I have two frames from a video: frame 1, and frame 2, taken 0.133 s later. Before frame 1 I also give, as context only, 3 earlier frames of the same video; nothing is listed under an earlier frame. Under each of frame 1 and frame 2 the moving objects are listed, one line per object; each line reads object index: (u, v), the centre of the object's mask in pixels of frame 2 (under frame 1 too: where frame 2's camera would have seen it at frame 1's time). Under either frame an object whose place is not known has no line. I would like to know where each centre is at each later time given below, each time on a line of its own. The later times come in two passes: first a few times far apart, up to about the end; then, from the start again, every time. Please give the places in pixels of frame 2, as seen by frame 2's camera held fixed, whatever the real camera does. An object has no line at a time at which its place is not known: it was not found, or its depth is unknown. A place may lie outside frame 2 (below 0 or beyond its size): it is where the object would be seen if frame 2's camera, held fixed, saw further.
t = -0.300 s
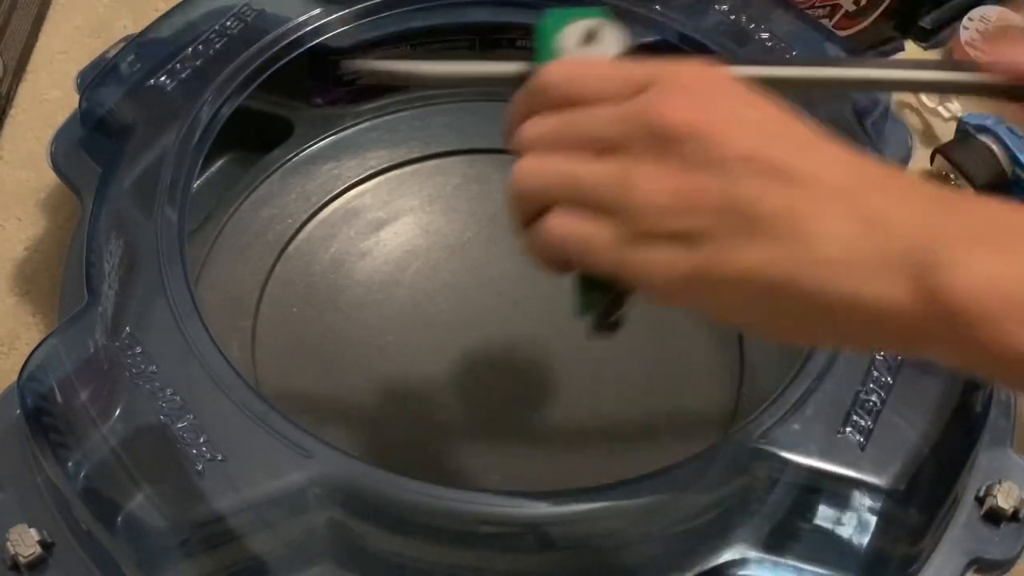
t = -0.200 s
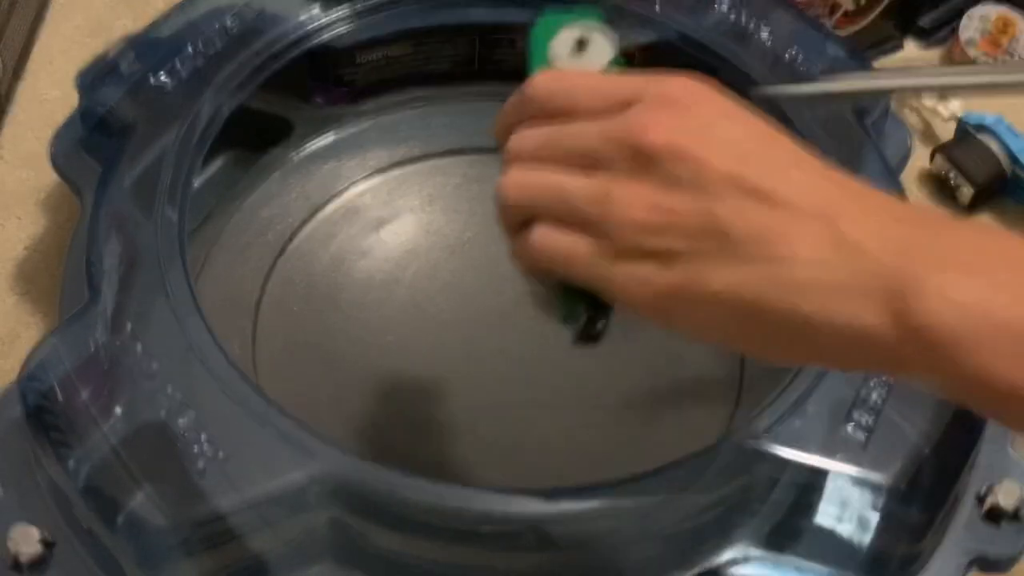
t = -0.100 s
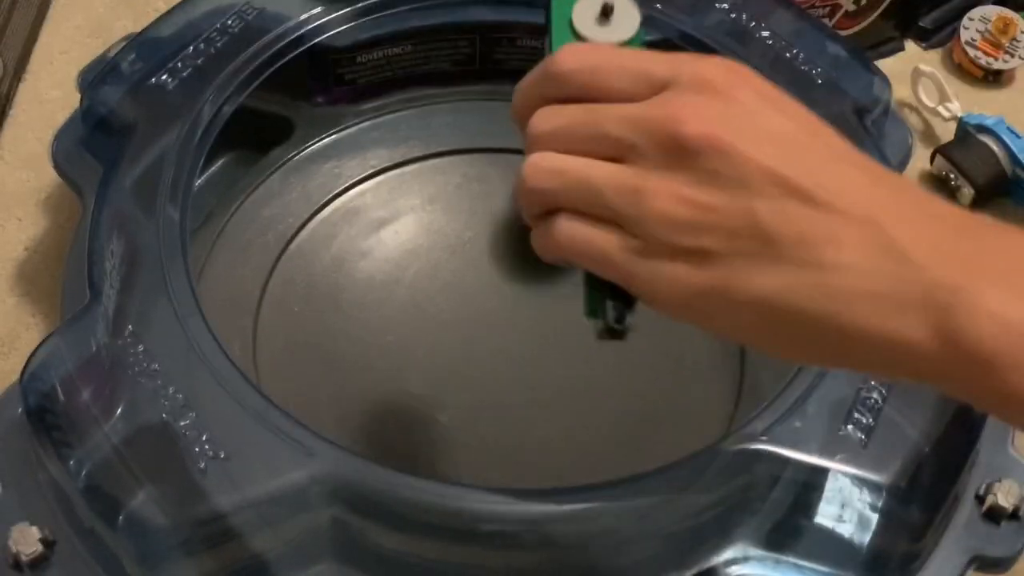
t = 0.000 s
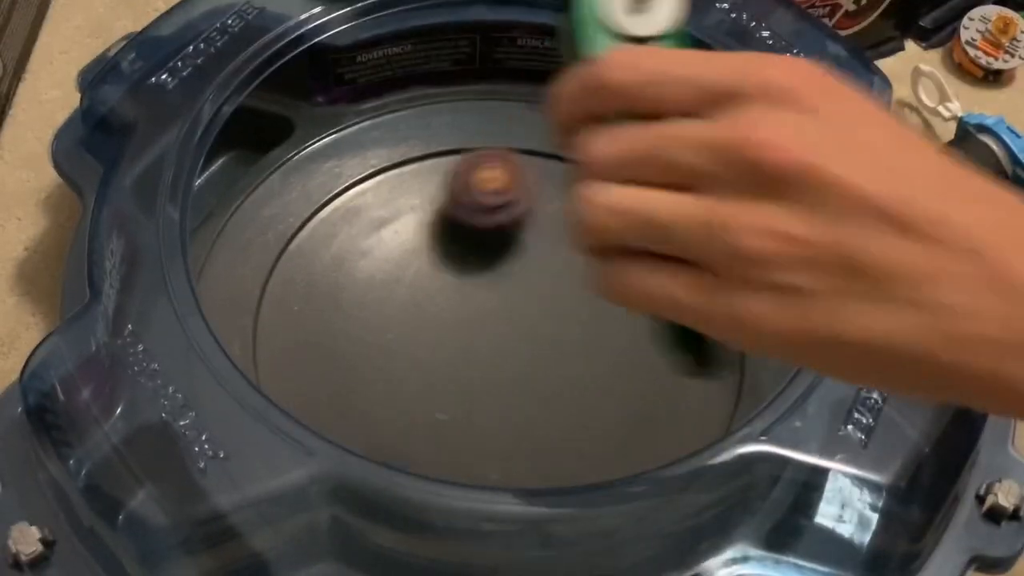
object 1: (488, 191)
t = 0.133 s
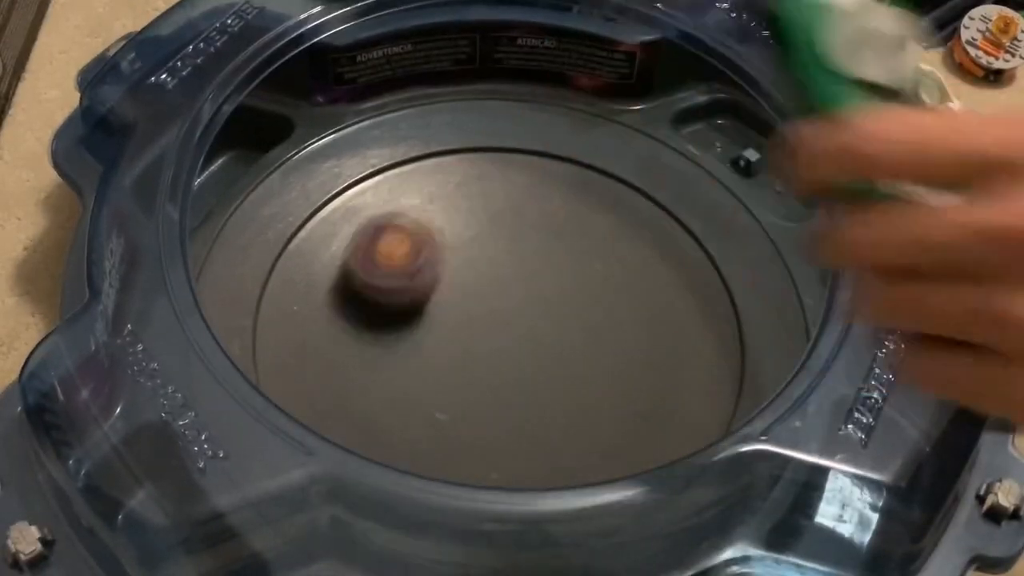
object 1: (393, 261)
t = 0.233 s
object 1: (390, 365)
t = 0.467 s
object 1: (635, 440)
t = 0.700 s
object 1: (661, 231)
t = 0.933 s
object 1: (380, 206)
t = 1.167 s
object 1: (312, 393)
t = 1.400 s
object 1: (630, 439)
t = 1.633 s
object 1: (662, 211)
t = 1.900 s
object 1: (405, 167)
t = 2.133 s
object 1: (335, 381)
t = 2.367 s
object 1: (554, 474)
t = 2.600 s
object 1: (678, 316)
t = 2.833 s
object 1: (519, 157)
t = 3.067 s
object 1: (329, 215)
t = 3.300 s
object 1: (448, 428)
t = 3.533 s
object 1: (679, 421)
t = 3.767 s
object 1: (662, 270)
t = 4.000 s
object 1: (426, 238)
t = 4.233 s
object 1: (294, 342)
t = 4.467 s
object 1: (468, 432)
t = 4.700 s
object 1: (629, 287)
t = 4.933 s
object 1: (589, 163)
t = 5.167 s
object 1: (448, 247)
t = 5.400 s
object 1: (479, 421)
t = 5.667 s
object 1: (627, 439)
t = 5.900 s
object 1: (557, 312)
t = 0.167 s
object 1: (382, 293)
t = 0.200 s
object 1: (380, 327)
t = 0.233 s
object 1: (390, 365)
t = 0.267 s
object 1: (405, 394)
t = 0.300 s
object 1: (429, 427)
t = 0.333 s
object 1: (470, 445)
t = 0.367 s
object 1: (508, 452)
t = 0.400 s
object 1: (552, 457)
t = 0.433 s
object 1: (598, 449)
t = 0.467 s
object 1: (635, 440)
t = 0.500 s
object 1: (681, 424)
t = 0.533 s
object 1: (714, 396)
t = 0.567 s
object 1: (727, 364)
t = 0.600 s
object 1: (724, 332)
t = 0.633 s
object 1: (710, 294)
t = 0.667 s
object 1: (692, 259)
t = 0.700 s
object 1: (661, 231)
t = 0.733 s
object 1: (627, 209)
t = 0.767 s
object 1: (584, 189)
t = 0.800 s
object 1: (544, 180)
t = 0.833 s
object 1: (500, 176)
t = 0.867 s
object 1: (456, 181)
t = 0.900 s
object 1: (416, 191)
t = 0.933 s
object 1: (380, 206)
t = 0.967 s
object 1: (348, 225)
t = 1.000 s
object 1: (322, 247)
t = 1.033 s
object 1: (298, 274)
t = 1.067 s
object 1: (282, 304)
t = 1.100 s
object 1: (274, 338)
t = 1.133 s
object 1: (283, 364)
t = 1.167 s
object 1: (312, 393)
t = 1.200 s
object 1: (350, 421)
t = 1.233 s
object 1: (395, 442)
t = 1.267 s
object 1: (446, 459)
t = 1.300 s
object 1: (491, 464)
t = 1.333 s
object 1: (538, 462)
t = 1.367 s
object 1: (593, 454)
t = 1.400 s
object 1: (630, 439)
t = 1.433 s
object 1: (667, 409)
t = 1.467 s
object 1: (689, 372)
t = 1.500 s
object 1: (696, 336)
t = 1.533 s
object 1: (700, 301)
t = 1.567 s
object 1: (692, 269)
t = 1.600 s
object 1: (679, 238)
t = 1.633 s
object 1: (662, 211)
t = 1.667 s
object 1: (641, 183)
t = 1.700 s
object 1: (613, 159)
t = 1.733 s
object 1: (580, 147)
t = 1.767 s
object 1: (545, 137)
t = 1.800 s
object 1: (508, 135)
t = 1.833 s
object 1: (471, 140)
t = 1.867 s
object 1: (437, 151)
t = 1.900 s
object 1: (405, 167)
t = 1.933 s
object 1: (377, 190)
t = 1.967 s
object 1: (351, 219)
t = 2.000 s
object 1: (336, 247)
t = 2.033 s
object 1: (323, 282)
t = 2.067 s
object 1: (323, 314)
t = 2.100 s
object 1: (326, 348)
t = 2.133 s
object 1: (335, 381)
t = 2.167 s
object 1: (356, 408)
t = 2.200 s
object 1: (378, 427)
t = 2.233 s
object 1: (409, 444)
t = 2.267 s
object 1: (441, 459)
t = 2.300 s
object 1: (478, 469)
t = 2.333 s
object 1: (518, 475)
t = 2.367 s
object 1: (554, 474)
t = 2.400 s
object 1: (595, 466)
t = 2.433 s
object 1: (631, 453)
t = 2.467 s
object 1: (655, 437)
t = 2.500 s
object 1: (678, 414)
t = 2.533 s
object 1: (687, 389)
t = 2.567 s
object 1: (685, 350)
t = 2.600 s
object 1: (678, 316)
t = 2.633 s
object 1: (665, 283)
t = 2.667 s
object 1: (647, 251)
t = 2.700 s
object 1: (625, 225)
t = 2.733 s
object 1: (601, 205)
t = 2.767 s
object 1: (576, 184)
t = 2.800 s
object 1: (548, 171)
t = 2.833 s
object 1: (519, 157)
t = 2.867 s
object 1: (487, 147)
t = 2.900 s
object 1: (458, 143)
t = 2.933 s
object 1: (427, 142)
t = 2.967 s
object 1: (396, 147)
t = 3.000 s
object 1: (369, 161)
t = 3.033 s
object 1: (346, 187)
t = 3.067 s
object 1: (329, 215)
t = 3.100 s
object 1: (324, 248)
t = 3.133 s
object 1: (328, 276)
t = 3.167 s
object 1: (341, 313)
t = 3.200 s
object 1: (362, 351)
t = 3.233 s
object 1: (383, 381)
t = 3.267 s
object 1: (415, 407)
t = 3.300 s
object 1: (448, 428)
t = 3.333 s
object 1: (483, 440)
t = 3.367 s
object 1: (521, 445)
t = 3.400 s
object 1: (557, 447)
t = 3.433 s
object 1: (592, 442)
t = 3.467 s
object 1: (622, 436)
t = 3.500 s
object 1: (650, 431)
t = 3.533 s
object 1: (679, 421)
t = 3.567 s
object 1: (703, 406)
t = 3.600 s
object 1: (720, 383)
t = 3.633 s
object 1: (726, 358)
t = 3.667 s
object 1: (718, 333)
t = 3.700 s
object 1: (708, 311)
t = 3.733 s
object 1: (689, 289)
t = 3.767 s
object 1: (662, 270)
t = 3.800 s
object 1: (632, 253)
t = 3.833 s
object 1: (592, 240)
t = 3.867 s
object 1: (558, 235)
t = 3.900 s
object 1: (524, 233)
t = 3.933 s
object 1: (491, 230)
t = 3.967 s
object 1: (459, 233)
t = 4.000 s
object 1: (426, 238)
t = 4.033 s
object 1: (399, 247)
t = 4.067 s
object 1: (371, 258)
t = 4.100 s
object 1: (348, 270)
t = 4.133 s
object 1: (331, 283)
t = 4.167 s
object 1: (312, 300)
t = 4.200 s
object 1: (302, 319)
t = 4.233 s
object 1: (294, 342)
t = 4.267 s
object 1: (298, 360)
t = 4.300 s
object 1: (311, 379)
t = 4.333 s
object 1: (330, 401)
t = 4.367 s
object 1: (358, 415)
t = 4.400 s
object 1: (390, 425)
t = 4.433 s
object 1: (435, 430)
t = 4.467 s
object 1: (468, 432)
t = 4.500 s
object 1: (504, 424)
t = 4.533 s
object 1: (537, 406)
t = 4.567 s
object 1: (570, 379)
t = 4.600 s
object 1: (586, 362)
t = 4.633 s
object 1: (603, 339)
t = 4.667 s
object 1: (618, 312)
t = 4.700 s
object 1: (629, 287)
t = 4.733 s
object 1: (631, 268)
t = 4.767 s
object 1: (633, 247)
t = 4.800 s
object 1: (631, 228)
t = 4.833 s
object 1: (626, 205)
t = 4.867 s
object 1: (616, 190)
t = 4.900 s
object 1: (604, 174)
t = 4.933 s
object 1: (589, 163)
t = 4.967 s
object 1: (565, 154)
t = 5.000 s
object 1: (545, 157)
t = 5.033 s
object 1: (522, 160)
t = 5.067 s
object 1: (497, 177)
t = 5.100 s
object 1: (477, 197)
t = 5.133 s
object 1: (460, 221)
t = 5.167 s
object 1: (448, 247)
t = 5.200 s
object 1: (441, 278)
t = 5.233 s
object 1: (440, 302)
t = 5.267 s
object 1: (442, 329)
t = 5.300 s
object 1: (448, 357)
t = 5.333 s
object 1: (458, 379)
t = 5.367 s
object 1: (466, 402)
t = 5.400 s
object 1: (479, 421)
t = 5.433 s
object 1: (496, 439)
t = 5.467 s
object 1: (514, 448)
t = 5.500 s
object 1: (534, 451)
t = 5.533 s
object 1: (555, 456)
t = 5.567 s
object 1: (577, 457)
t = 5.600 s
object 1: (596, 453)
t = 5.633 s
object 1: (615, 447)
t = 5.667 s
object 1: (627, 439)
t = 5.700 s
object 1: (640, 426)
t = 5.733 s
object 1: (636, 416)
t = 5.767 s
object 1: (629, 390)
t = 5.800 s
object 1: (620, 370)
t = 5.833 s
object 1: (601, 346)
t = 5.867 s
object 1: (580, 326)
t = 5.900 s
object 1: (557, 312)
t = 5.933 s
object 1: (531, 299)
